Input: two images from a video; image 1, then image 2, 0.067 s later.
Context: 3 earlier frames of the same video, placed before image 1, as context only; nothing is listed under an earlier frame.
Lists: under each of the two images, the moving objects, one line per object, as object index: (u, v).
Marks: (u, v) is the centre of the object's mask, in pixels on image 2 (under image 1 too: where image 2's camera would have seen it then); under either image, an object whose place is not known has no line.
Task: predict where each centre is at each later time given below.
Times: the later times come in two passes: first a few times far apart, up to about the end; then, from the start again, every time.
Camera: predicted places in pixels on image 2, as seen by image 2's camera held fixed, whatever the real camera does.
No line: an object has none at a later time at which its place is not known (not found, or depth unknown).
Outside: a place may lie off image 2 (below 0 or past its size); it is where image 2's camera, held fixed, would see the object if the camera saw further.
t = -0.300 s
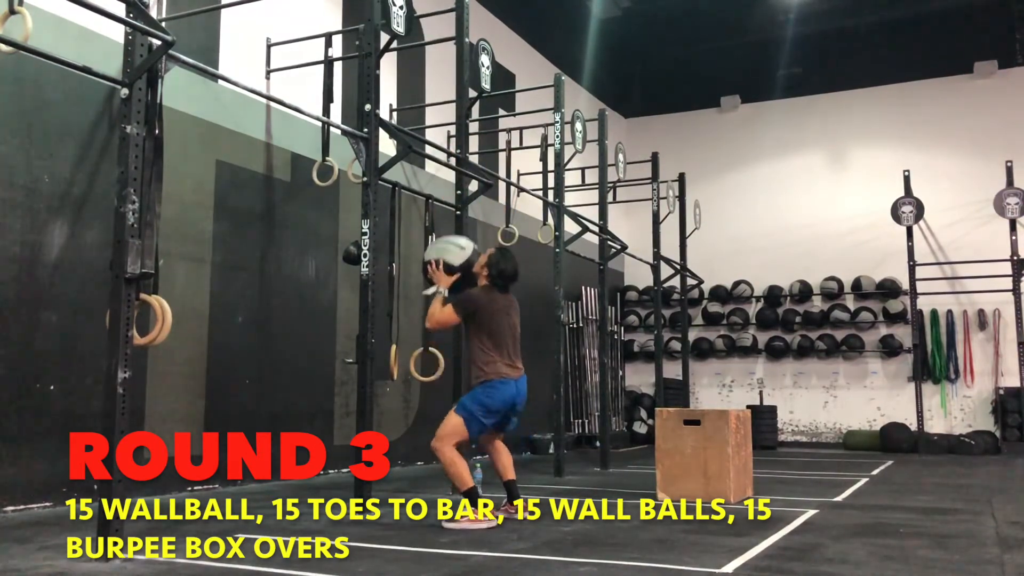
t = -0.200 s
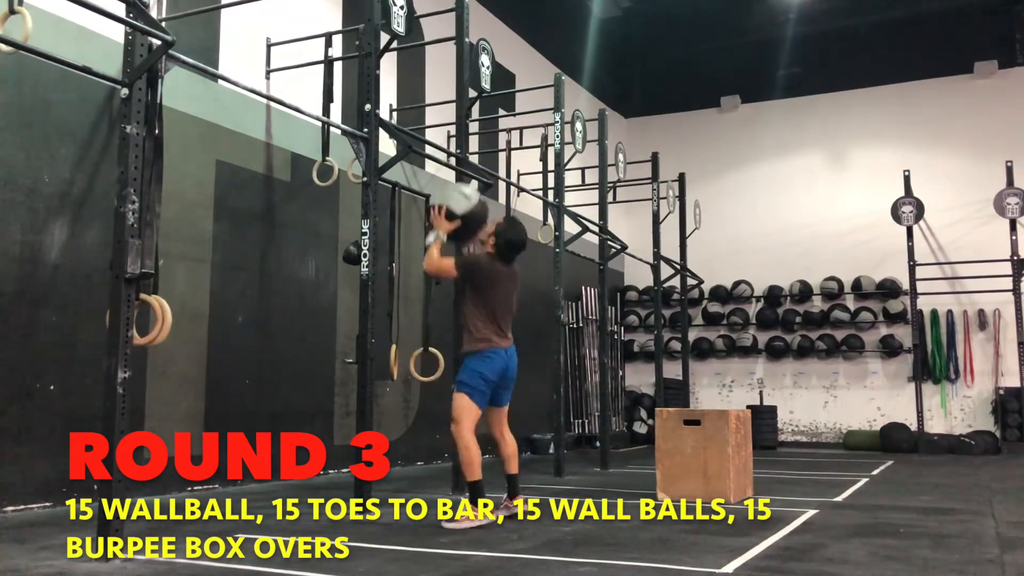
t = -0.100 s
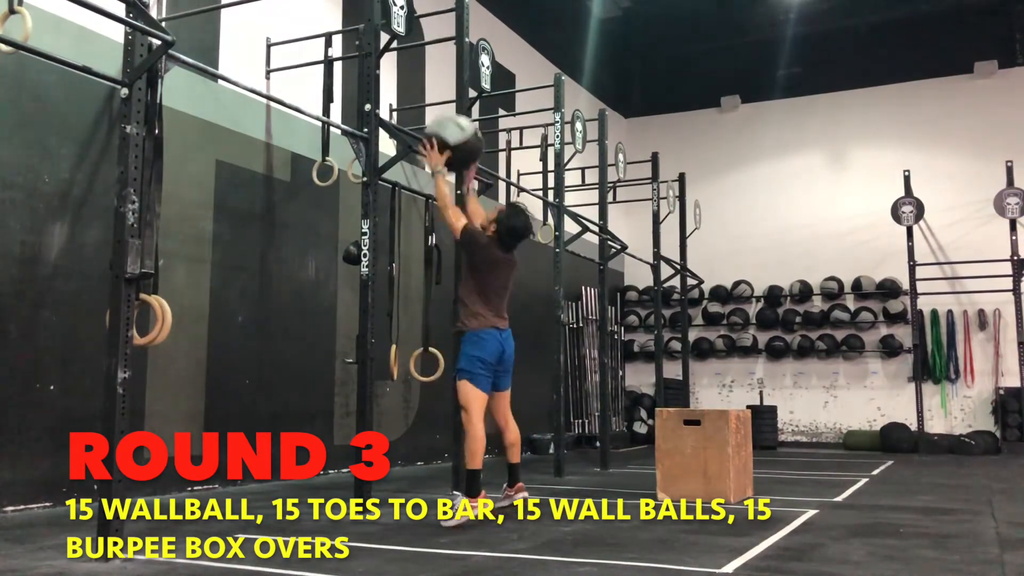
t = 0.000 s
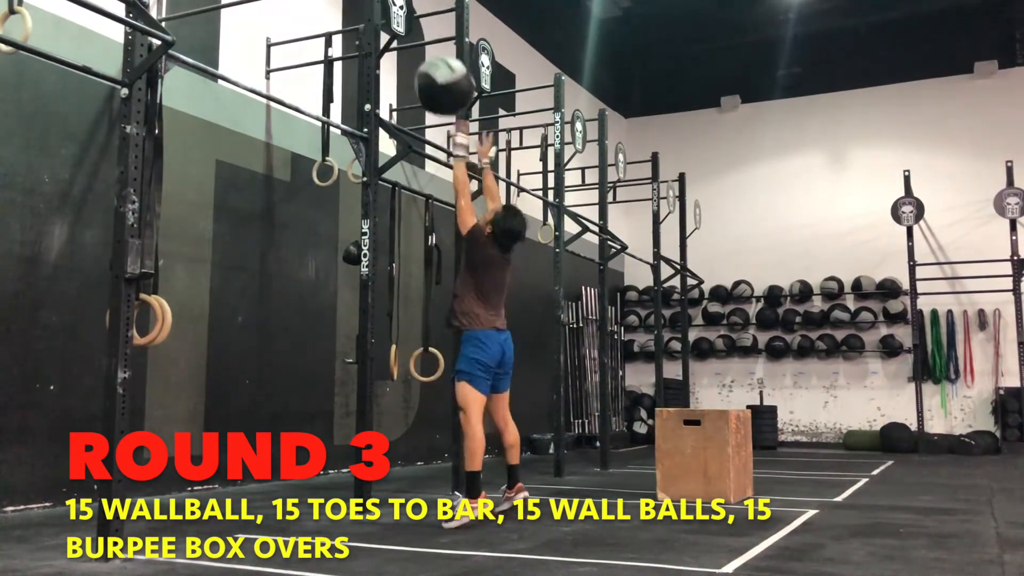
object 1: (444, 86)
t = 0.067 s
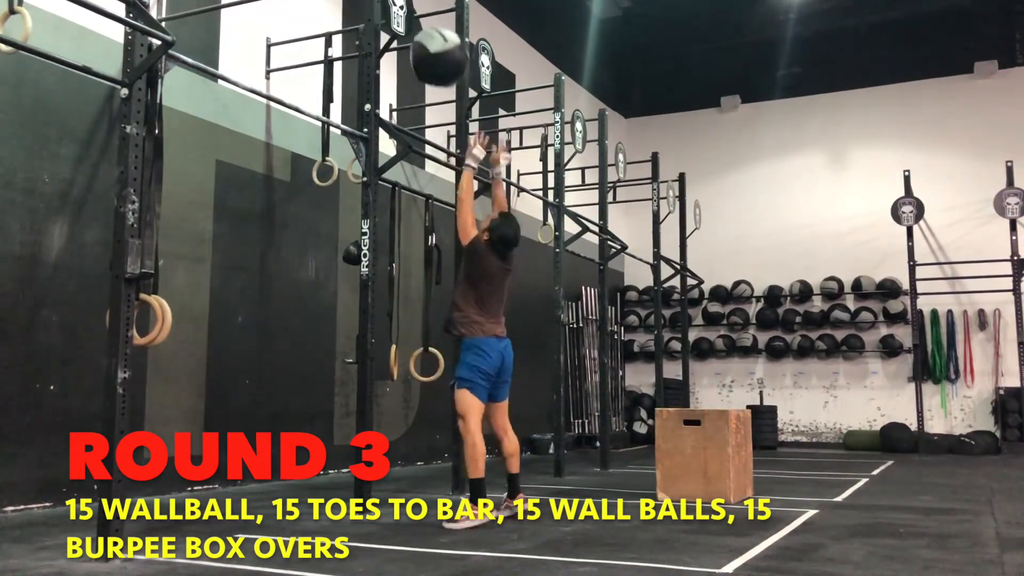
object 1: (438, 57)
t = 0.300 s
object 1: (417, 17)
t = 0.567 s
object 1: (434, 51)
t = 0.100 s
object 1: (435, 45)
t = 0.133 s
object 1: (433, 35)
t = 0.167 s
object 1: (431, 27)
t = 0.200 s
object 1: (429, 23)
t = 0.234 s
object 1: (425, 20)
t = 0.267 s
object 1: (424, 18)
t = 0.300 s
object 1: (417, 17)
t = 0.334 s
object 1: (423, 17)
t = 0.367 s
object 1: (424, 17)
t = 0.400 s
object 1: (425, 19)
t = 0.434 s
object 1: (427, 22)
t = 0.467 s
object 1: (429, 25)
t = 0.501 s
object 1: (431, 30)
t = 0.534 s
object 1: (432, 40)
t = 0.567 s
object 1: (434, 51)
